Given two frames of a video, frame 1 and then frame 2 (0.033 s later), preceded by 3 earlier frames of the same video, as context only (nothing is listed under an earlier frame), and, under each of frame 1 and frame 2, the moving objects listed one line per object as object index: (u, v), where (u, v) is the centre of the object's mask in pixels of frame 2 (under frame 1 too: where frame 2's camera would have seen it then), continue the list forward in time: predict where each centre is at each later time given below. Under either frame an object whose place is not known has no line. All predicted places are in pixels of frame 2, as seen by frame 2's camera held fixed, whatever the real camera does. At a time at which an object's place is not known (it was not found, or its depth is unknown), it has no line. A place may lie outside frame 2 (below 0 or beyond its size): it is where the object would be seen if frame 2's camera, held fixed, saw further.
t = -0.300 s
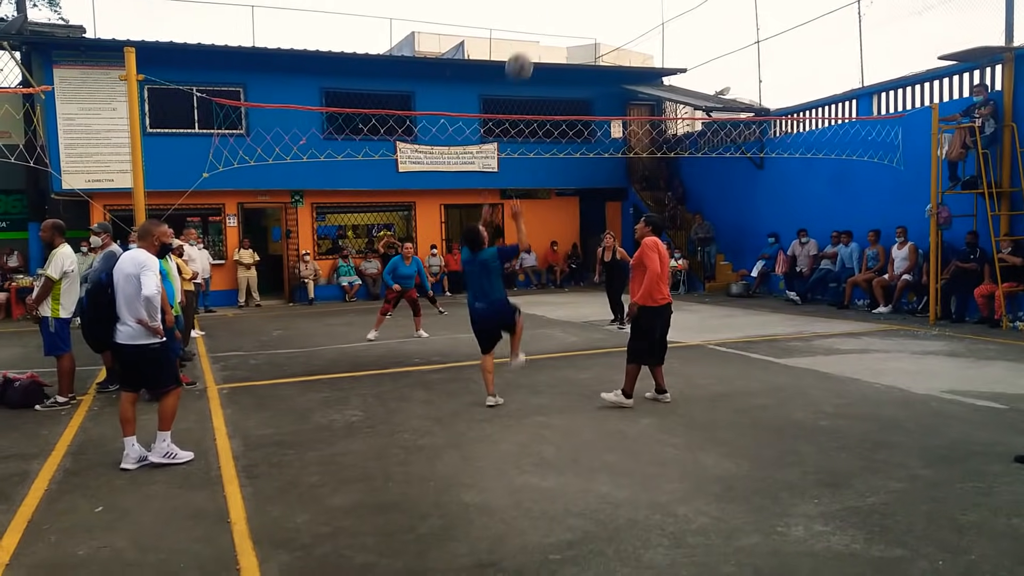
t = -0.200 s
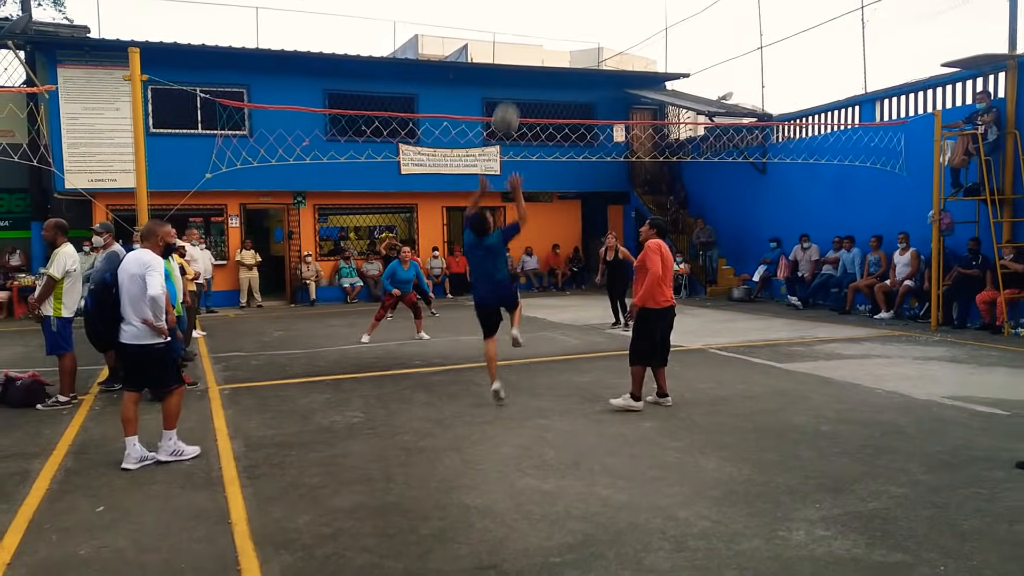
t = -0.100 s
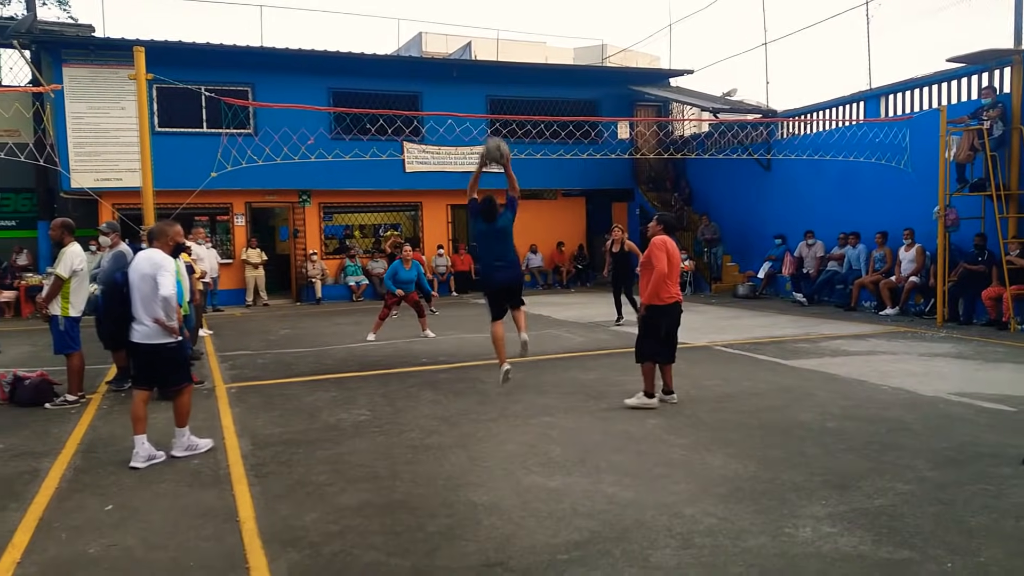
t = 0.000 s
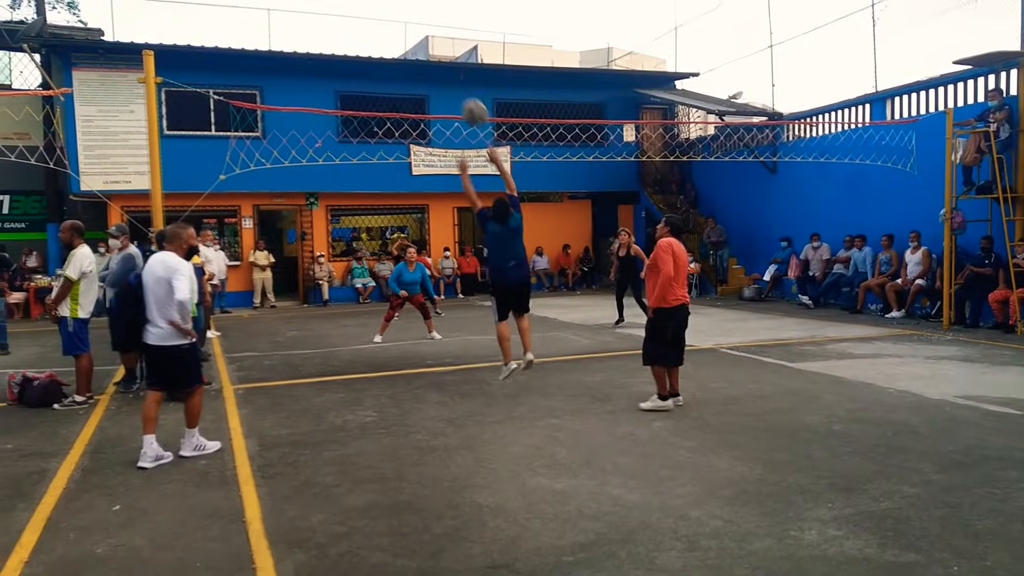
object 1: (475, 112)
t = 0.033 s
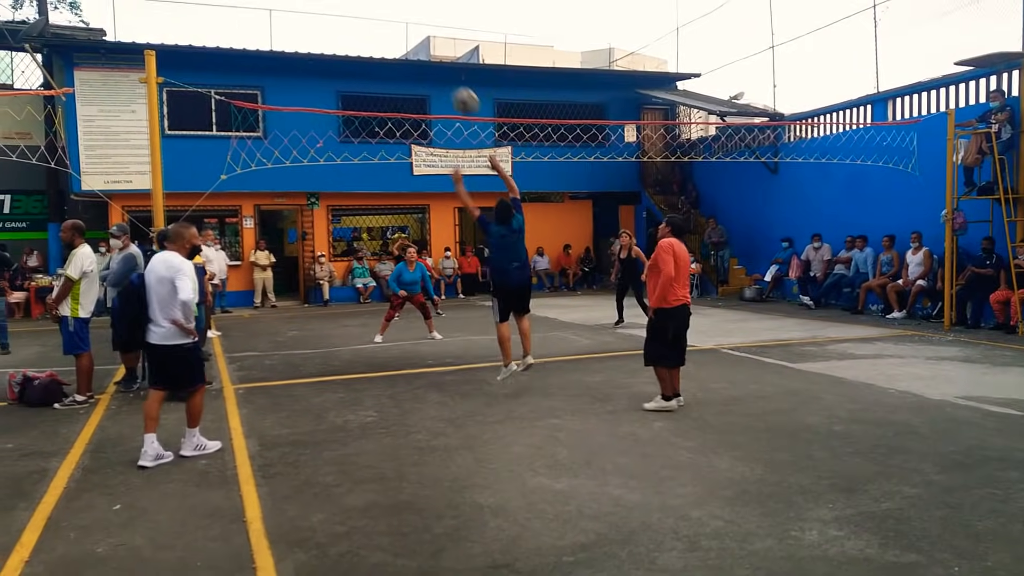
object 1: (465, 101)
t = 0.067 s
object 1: (456, 91)
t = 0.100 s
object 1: (446, 82)
